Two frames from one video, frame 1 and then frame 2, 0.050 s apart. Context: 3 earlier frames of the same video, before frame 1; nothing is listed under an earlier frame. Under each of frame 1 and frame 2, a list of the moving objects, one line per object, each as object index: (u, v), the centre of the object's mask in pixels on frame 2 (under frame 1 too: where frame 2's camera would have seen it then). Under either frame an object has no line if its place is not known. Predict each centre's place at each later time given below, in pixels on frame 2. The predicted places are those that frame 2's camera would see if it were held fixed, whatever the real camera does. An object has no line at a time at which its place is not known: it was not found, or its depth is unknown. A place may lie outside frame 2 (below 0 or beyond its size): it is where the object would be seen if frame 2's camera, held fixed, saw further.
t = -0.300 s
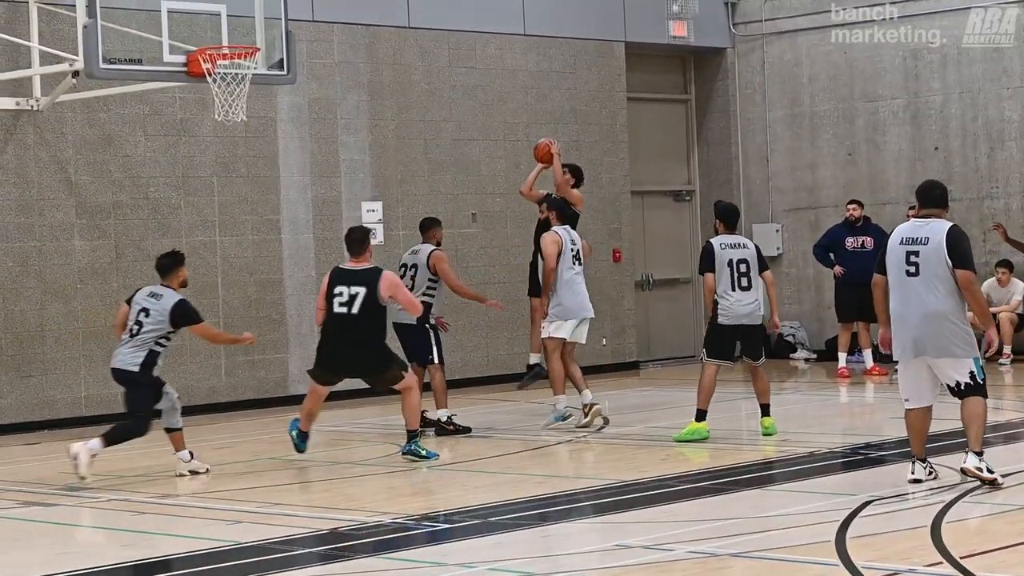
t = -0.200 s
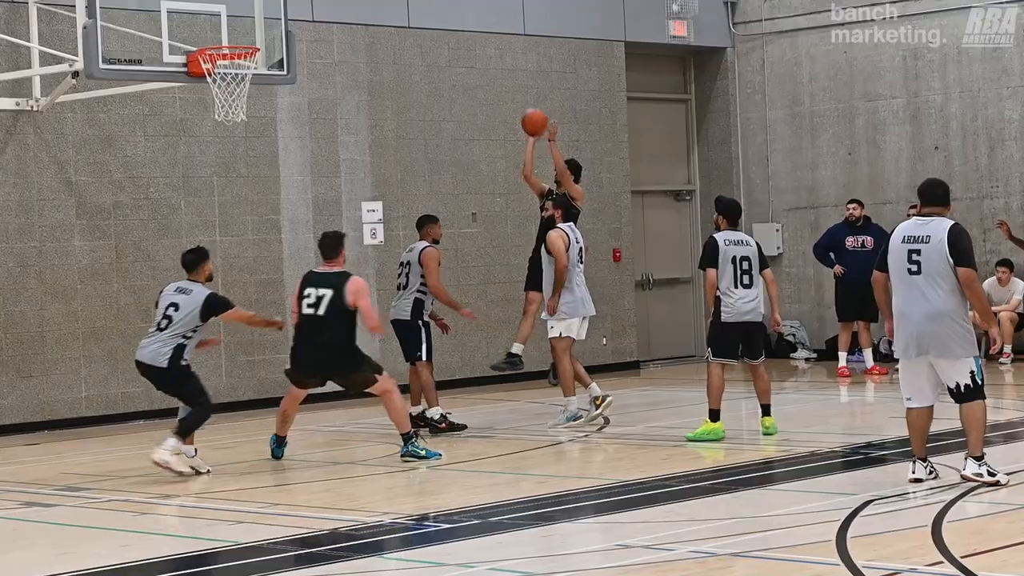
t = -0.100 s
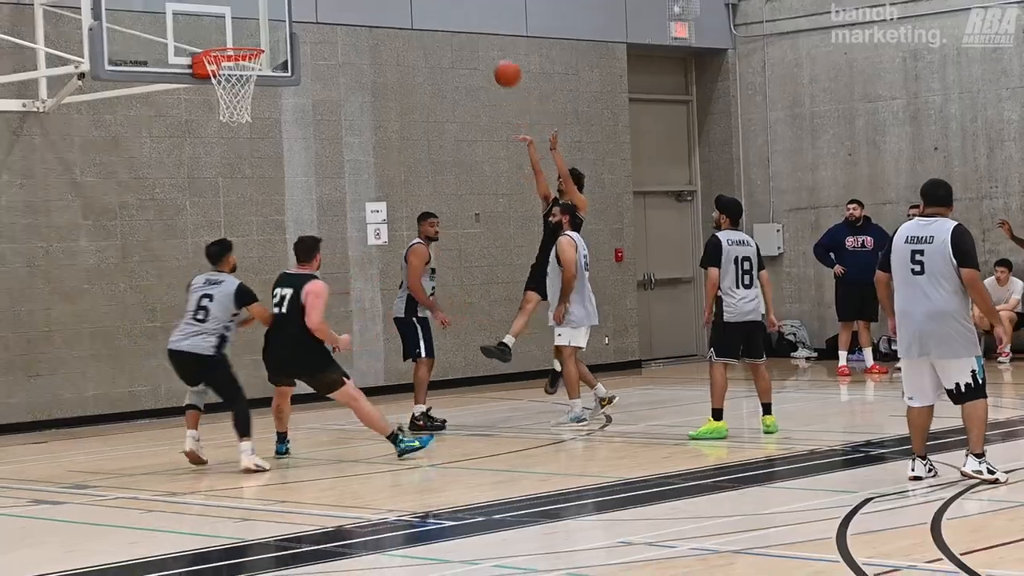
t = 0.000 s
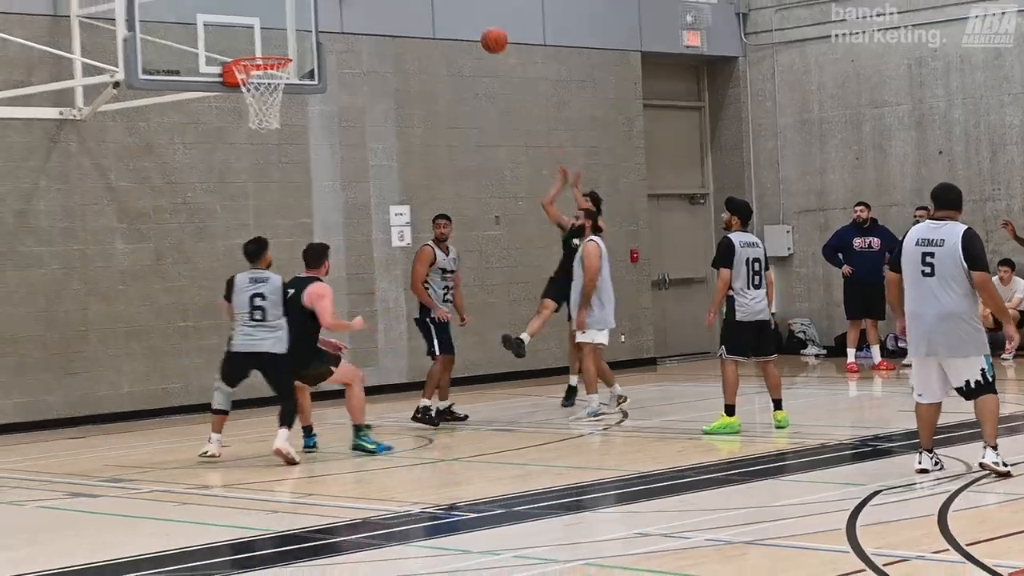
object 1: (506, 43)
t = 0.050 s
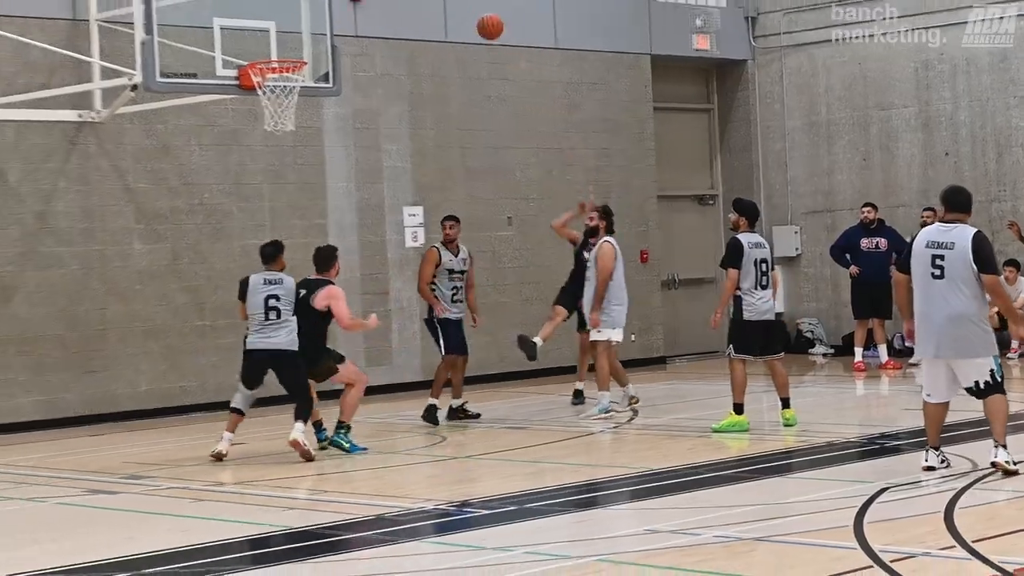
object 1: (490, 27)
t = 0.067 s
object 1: (485, 21)
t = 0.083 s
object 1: (480, 17)
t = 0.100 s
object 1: (474, 12)
